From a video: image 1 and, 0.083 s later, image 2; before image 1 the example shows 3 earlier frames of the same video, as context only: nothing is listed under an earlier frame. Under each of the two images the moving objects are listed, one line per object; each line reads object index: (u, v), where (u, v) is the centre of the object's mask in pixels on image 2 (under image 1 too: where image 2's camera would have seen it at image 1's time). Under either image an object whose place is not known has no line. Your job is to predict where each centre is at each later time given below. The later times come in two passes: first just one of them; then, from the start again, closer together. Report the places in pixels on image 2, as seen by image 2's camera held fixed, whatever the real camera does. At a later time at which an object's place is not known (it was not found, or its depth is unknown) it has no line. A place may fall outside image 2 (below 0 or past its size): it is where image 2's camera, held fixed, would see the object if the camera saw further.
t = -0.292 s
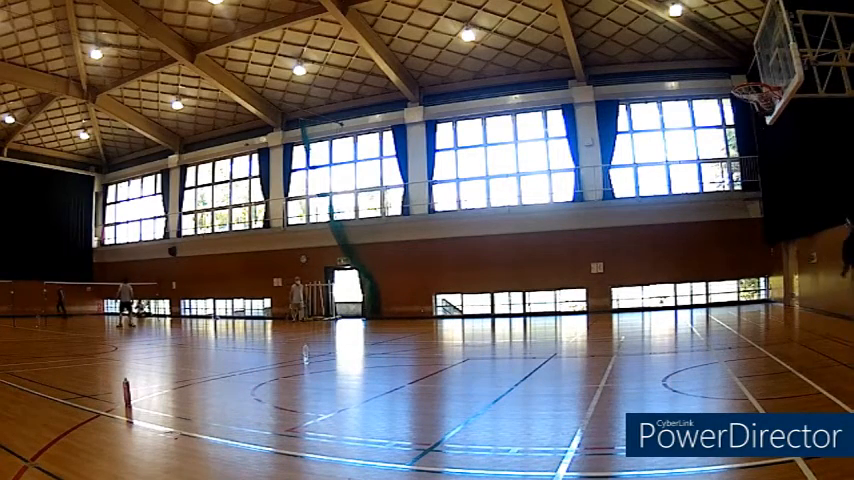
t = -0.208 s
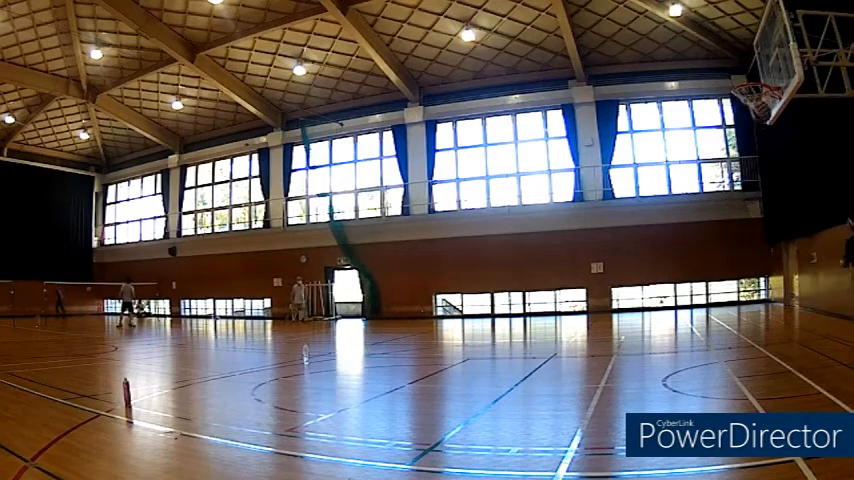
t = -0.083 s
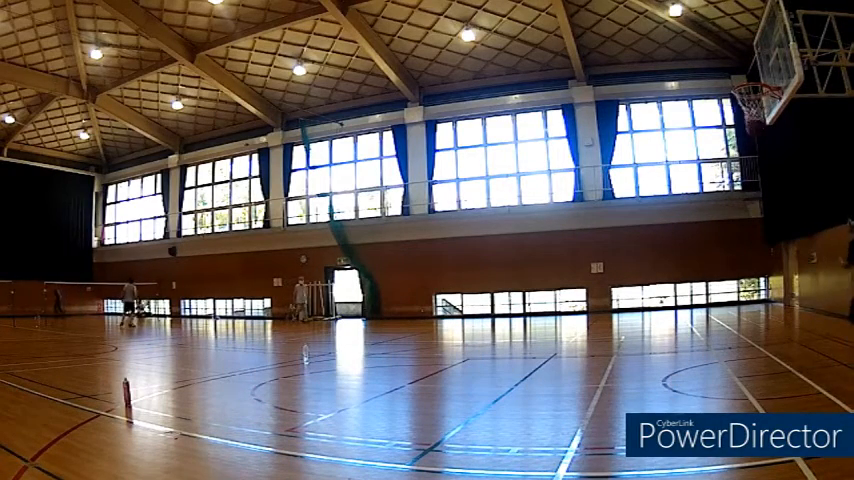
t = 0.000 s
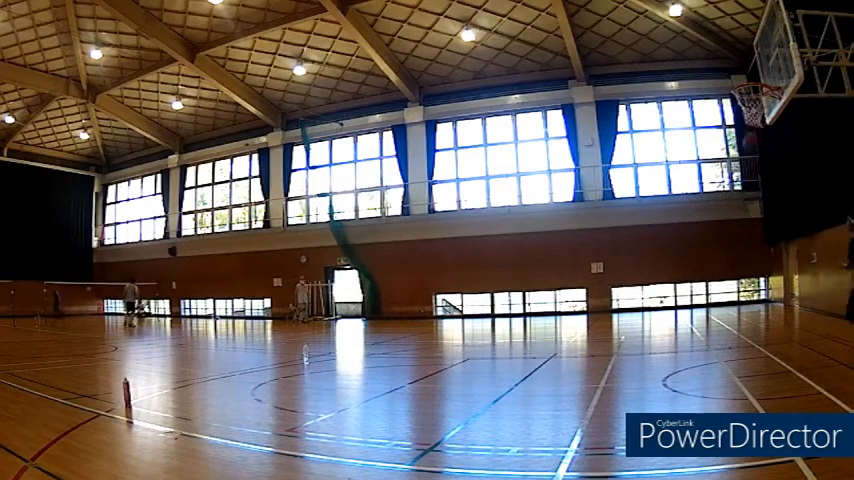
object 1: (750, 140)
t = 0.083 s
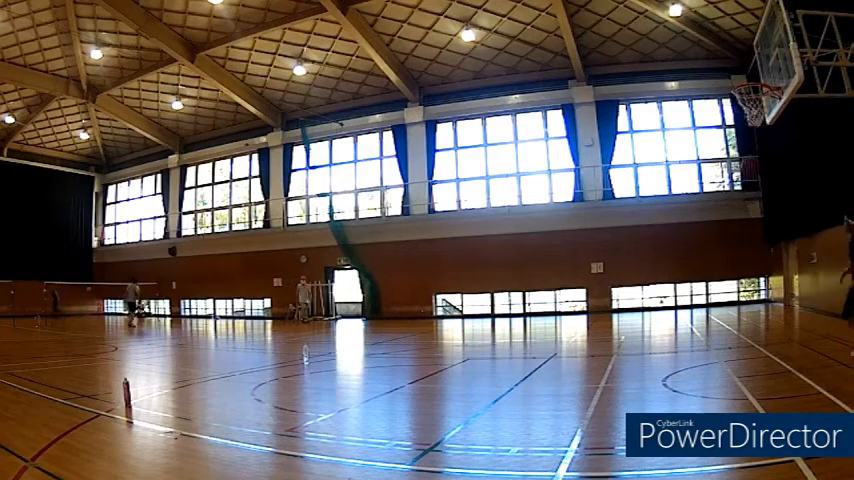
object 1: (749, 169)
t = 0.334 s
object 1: (743, 273)
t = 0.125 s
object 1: (750, 182)
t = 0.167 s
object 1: (749, 195)
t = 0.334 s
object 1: (743, 273)
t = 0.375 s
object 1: (742, 292)
